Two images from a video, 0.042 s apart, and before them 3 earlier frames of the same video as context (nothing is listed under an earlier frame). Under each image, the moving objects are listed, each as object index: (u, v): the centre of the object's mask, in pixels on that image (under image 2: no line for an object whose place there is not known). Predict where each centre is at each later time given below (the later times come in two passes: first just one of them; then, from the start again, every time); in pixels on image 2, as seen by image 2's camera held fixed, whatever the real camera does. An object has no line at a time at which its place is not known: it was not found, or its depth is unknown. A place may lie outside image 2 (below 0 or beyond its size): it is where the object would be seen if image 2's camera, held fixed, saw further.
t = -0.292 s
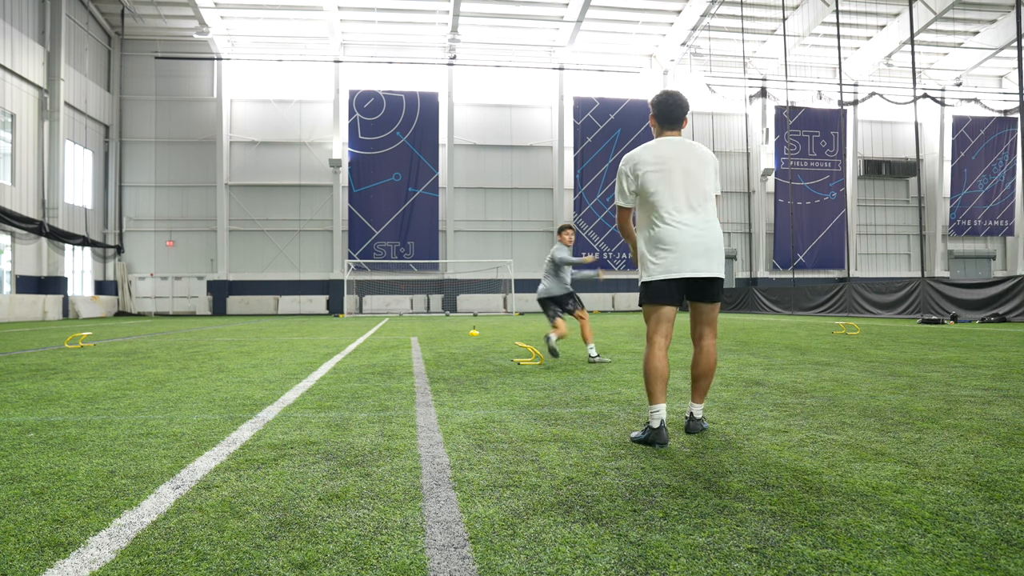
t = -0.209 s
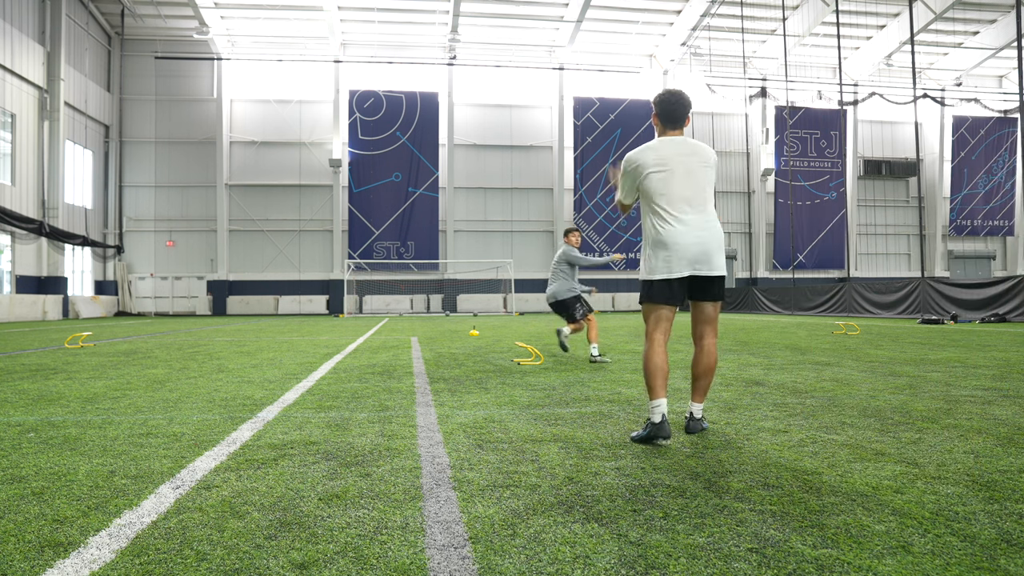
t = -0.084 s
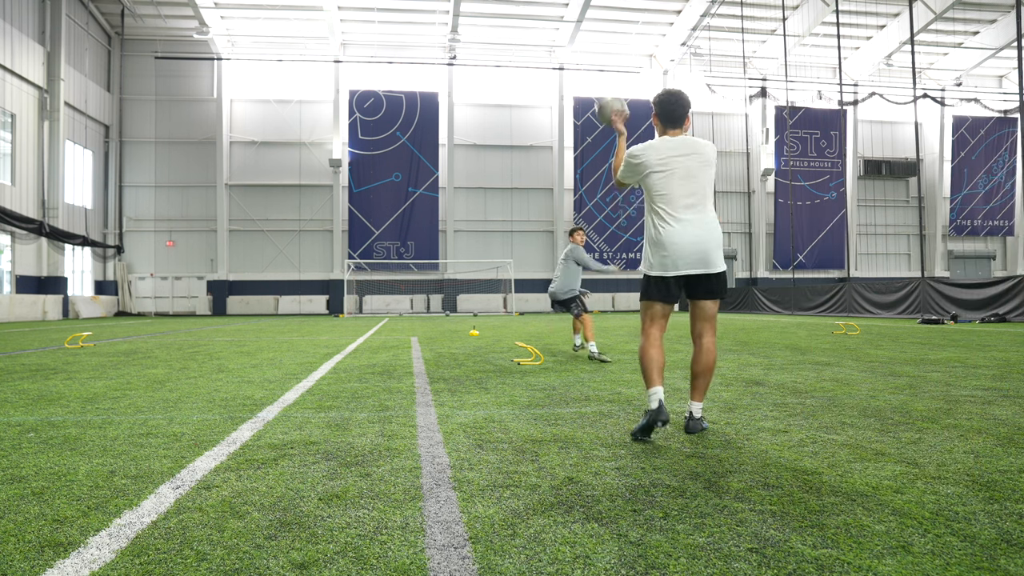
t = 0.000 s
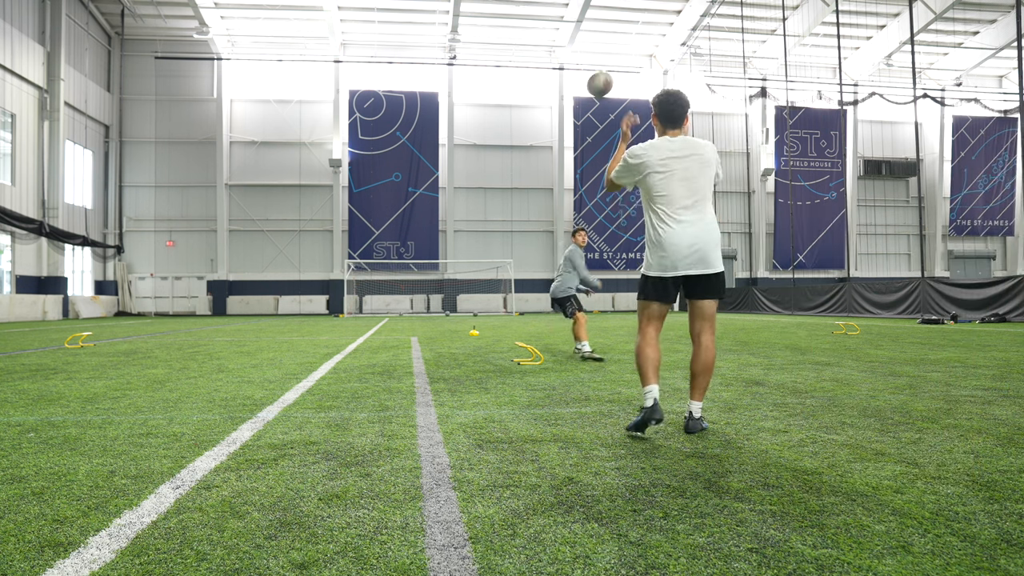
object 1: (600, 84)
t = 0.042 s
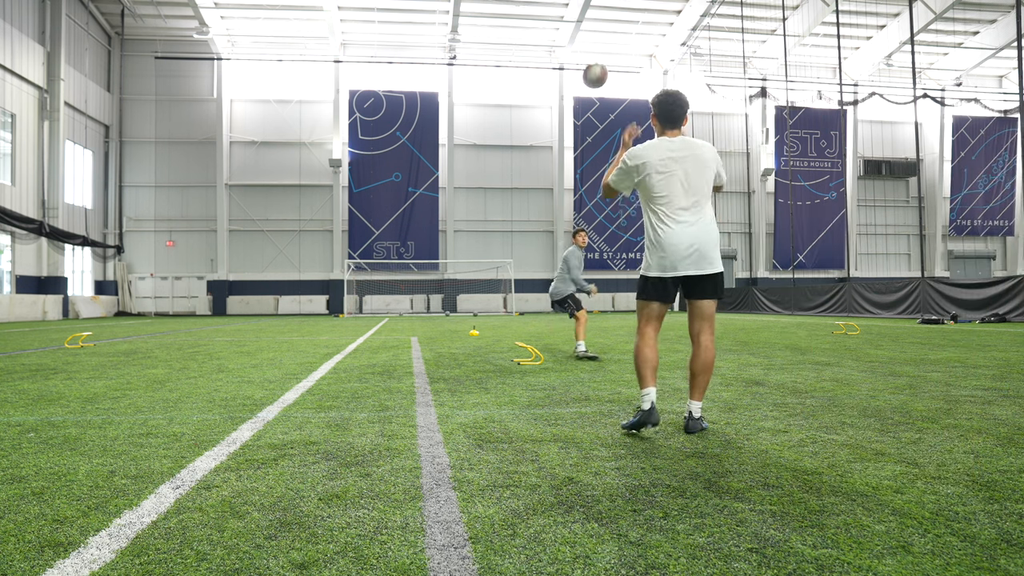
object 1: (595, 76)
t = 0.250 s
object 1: (576, 69)
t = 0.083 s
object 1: (590, 70)
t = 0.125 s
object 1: (586, 67)
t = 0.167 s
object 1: (583, 66)
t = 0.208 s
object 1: (579, 67)
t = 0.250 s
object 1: (576, 69)
